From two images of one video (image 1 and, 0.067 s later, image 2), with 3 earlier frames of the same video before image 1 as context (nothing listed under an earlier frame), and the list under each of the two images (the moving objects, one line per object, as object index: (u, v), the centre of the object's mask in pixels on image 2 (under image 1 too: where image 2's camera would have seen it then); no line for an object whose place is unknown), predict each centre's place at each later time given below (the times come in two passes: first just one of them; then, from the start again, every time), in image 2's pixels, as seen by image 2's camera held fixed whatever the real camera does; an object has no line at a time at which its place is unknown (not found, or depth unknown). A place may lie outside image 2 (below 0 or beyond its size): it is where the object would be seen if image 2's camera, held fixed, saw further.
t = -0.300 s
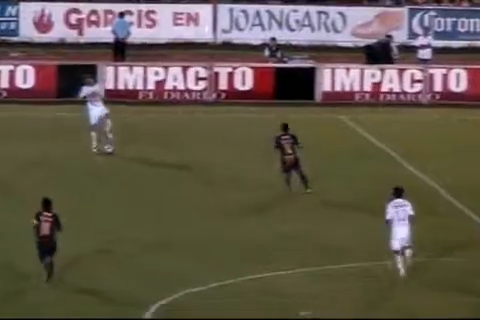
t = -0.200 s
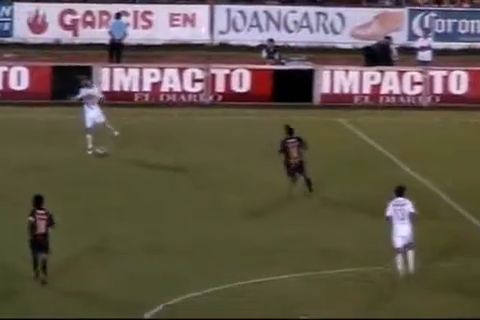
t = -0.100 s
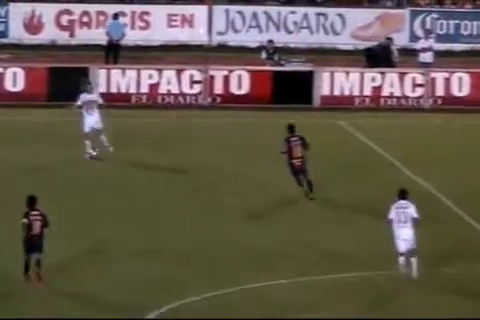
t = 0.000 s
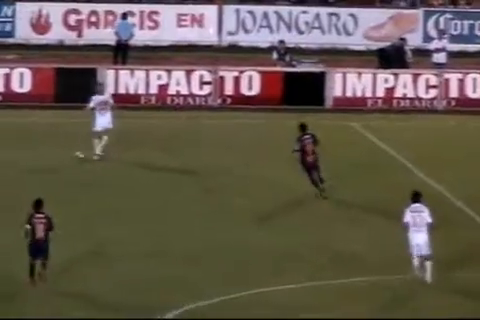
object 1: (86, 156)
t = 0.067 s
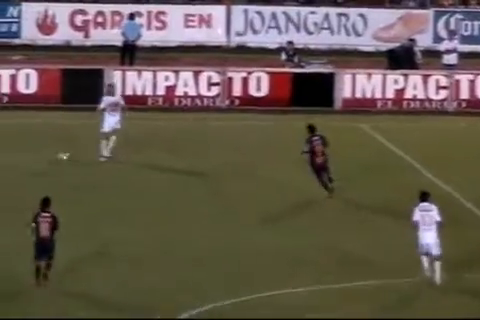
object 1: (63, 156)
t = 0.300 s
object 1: (-13, 157)
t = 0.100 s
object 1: (51, 155)
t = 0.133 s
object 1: (38, 154)
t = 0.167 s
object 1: (26, 158)
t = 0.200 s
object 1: (15, 157)
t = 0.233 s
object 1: (7, 157)
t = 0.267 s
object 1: (-3, 157)
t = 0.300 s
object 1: (-13, 157)
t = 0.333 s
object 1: (-21, 157)
